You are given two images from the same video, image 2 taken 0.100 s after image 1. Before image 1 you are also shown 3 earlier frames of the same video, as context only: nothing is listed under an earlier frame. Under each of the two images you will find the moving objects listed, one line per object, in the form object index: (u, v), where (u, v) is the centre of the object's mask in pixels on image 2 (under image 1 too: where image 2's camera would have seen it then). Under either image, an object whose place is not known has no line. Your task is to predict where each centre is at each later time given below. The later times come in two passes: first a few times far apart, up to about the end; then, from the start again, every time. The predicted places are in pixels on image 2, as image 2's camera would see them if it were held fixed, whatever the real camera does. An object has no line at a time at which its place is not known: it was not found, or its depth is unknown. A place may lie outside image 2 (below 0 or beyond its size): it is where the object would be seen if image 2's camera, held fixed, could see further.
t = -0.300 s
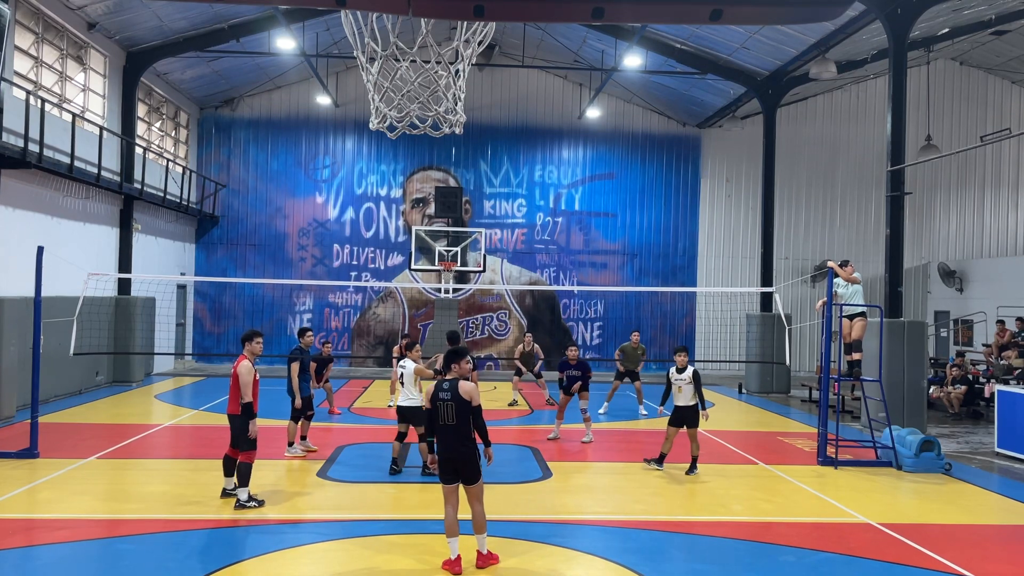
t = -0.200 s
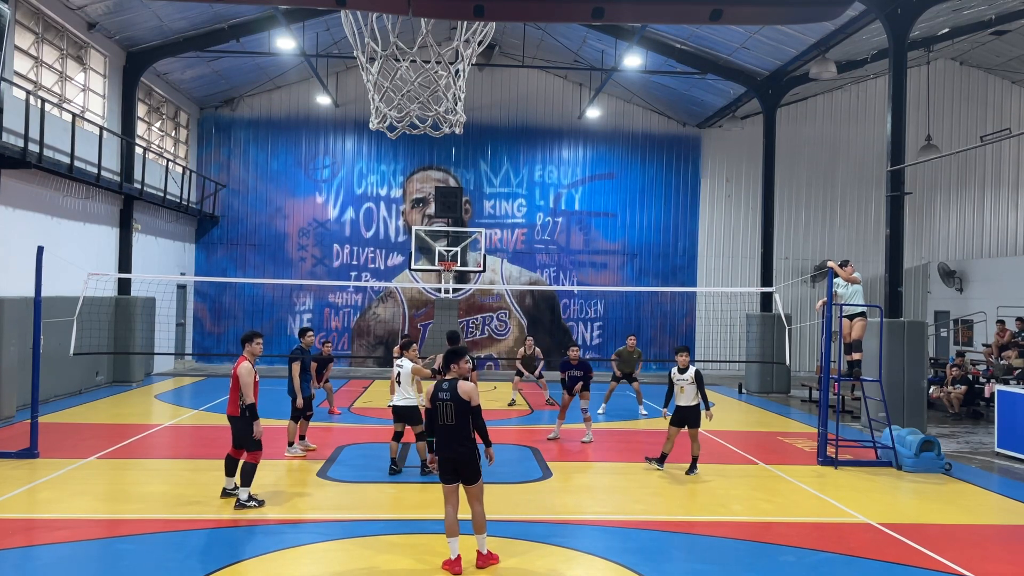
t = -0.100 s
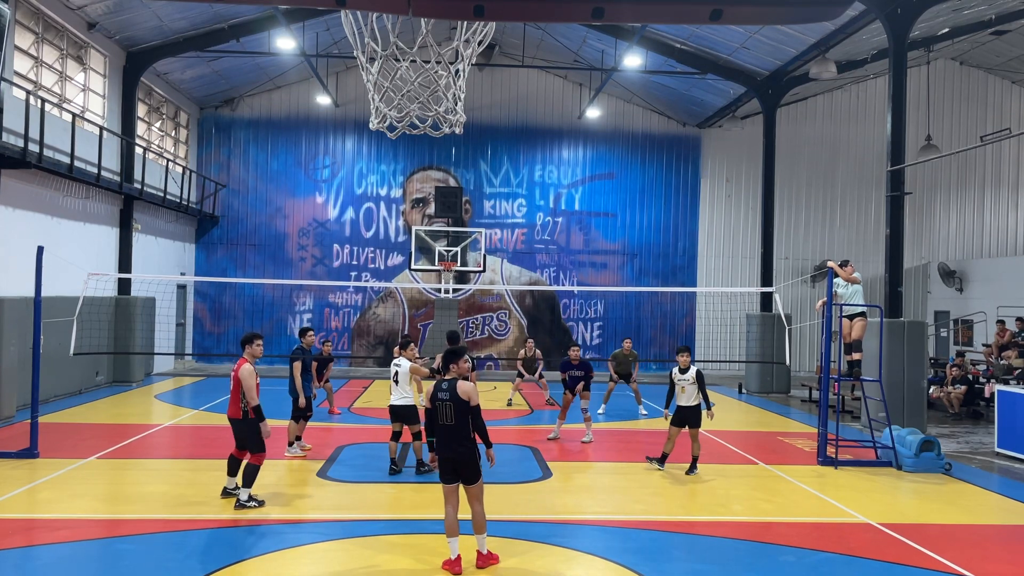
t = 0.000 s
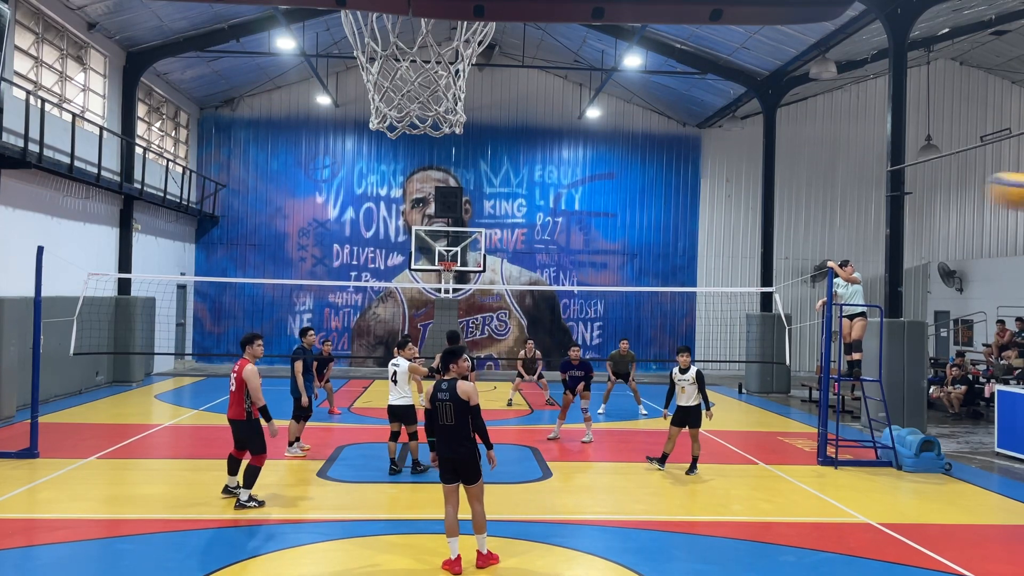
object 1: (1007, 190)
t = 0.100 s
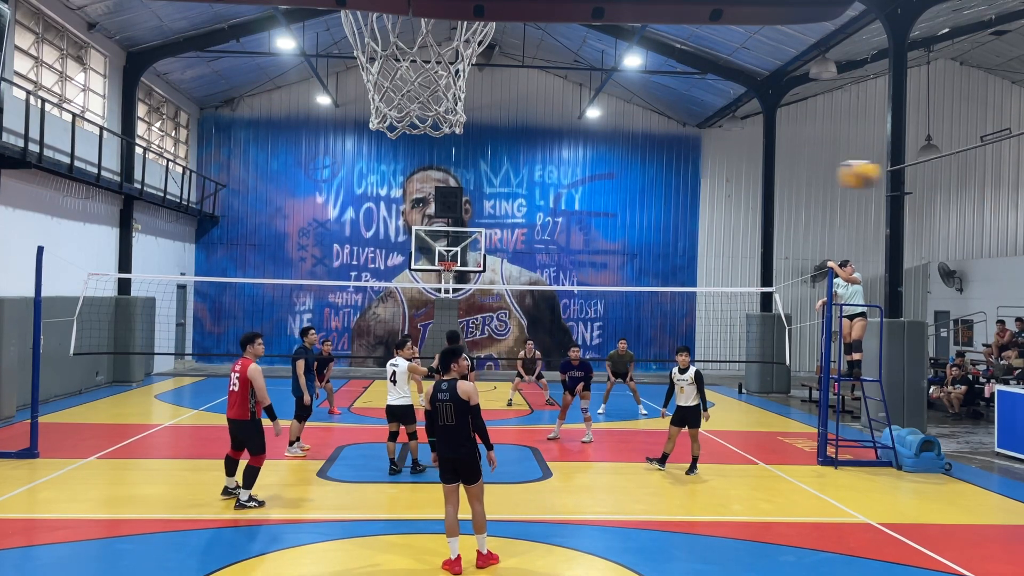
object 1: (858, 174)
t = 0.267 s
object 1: (711, 175)
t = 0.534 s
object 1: (599, 213)
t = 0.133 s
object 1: (821, 172)
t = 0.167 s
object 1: (788, 172)
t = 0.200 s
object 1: (760, 173)
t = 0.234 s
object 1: (734, 173)
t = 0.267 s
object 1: (711, 175)
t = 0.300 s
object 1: (691, 178)
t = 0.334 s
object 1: (673, 182)
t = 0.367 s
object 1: (657, 186)
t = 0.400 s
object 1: (643, 190)
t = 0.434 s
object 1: (630, 195)
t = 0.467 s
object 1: (618, 201)
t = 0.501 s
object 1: (608, 207)
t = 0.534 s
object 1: (599, 213)
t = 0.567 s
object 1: (590, 219)
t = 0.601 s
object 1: (583, 225)
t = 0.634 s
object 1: (575, 231)
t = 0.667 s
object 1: (568, 238)
